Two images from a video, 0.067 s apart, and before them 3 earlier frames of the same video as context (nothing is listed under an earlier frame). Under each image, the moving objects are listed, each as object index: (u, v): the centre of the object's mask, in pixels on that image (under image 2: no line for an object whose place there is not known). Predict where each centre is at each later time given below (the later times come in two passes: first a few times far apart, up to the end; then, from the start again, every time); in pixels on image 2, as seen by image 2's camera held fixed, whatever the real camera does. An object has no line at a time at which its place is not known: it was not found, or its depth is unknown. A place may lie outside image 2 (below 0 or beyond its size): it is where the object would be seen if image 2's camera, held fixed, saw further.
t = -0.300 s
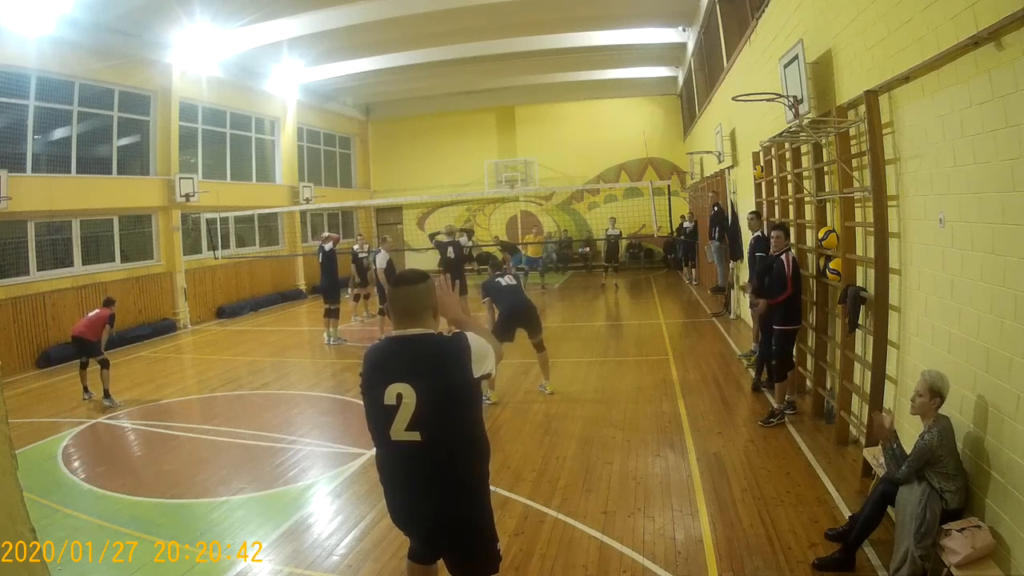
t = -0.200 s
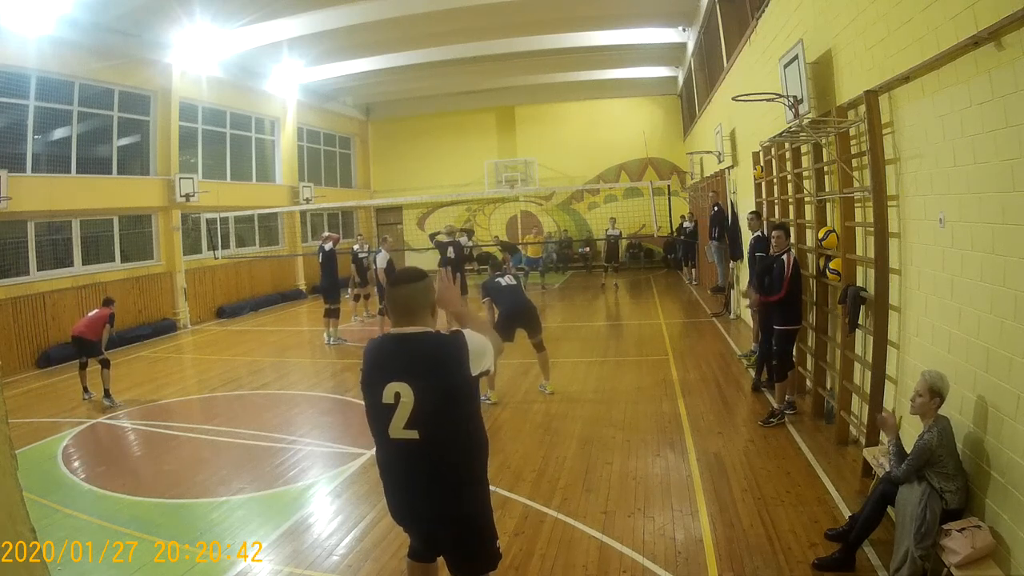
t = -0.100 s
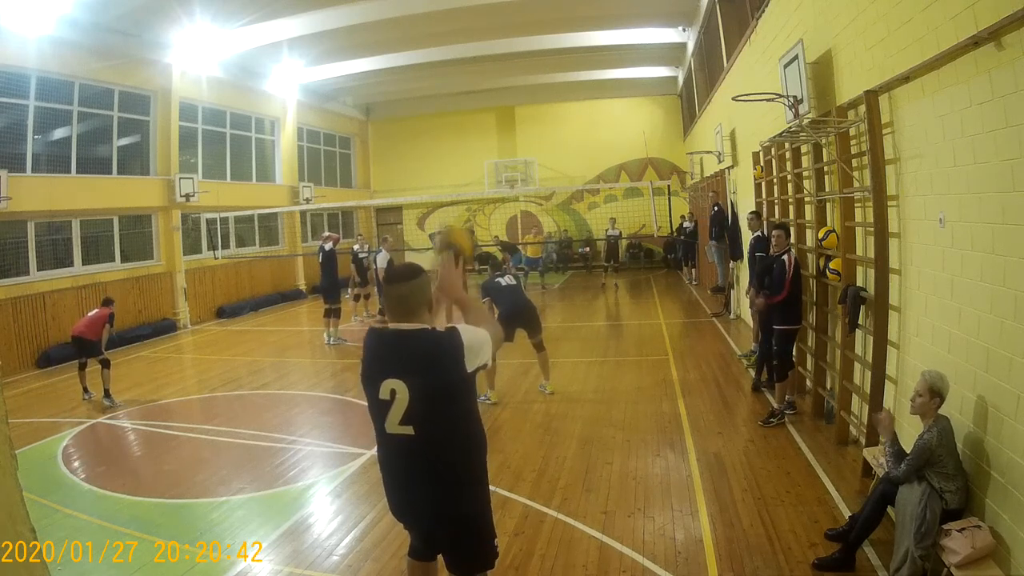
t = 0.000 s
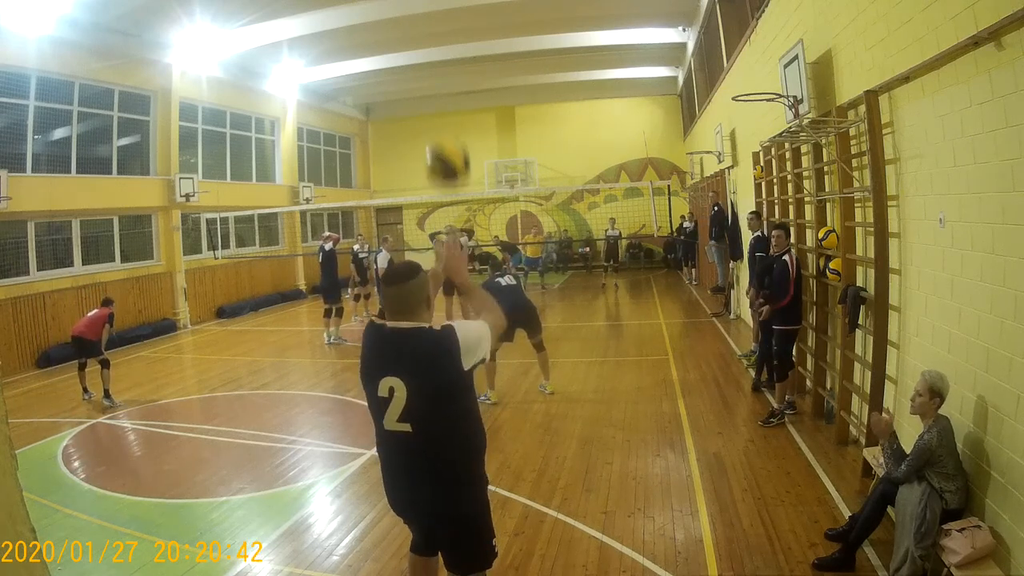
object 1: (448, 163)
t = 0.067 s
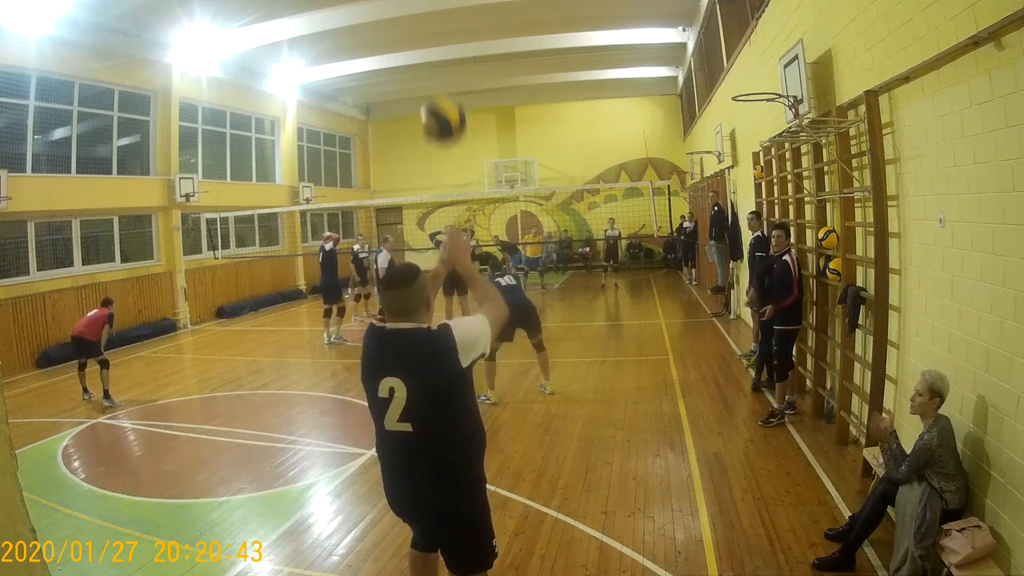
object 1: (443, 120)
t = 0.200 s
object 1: (437, 63)
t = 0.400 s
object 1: (431, 45)
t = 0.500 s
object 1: (428, 65)
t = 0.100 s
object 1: (441, 103)
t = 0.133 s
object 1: (439, 88)
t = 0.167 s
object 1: (438, 75)
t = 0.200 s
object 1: (437, 63)
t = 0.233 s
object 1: (435, 55)
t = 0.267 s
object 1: (435, 49)
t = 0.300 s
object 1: (434, 45)
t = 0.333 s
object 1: (432, 43)
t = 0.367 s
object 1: (432, 43)
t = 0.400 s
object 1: (431, 45)
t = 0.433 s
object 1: (430, 49)
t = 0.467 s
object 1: (429, 55)
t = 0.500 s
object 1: (428, 65)
